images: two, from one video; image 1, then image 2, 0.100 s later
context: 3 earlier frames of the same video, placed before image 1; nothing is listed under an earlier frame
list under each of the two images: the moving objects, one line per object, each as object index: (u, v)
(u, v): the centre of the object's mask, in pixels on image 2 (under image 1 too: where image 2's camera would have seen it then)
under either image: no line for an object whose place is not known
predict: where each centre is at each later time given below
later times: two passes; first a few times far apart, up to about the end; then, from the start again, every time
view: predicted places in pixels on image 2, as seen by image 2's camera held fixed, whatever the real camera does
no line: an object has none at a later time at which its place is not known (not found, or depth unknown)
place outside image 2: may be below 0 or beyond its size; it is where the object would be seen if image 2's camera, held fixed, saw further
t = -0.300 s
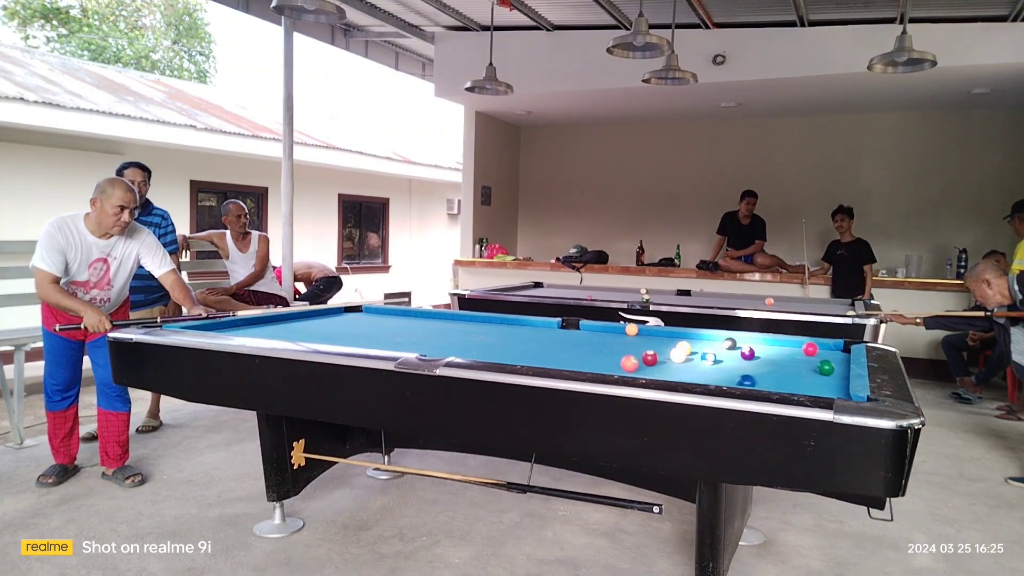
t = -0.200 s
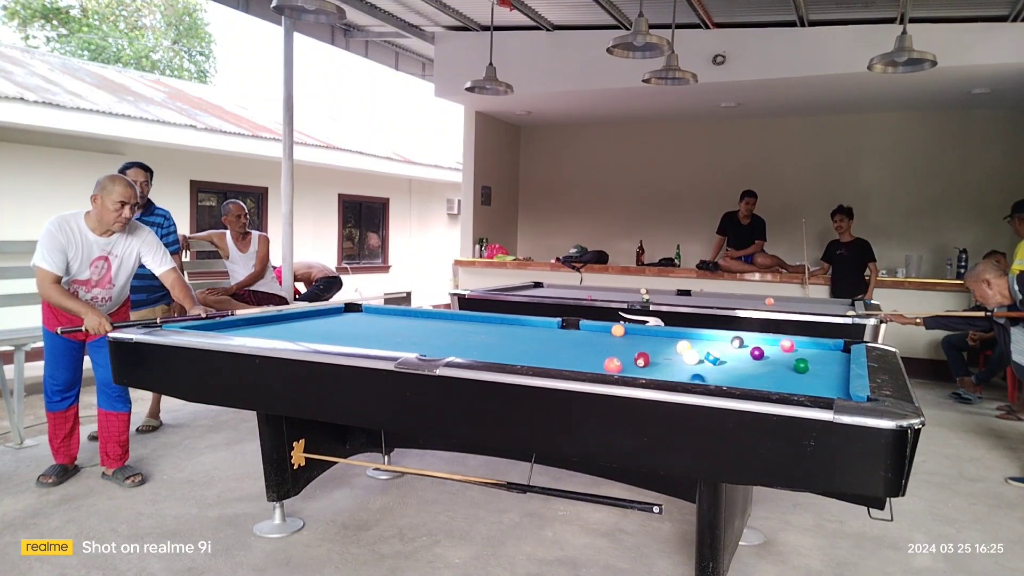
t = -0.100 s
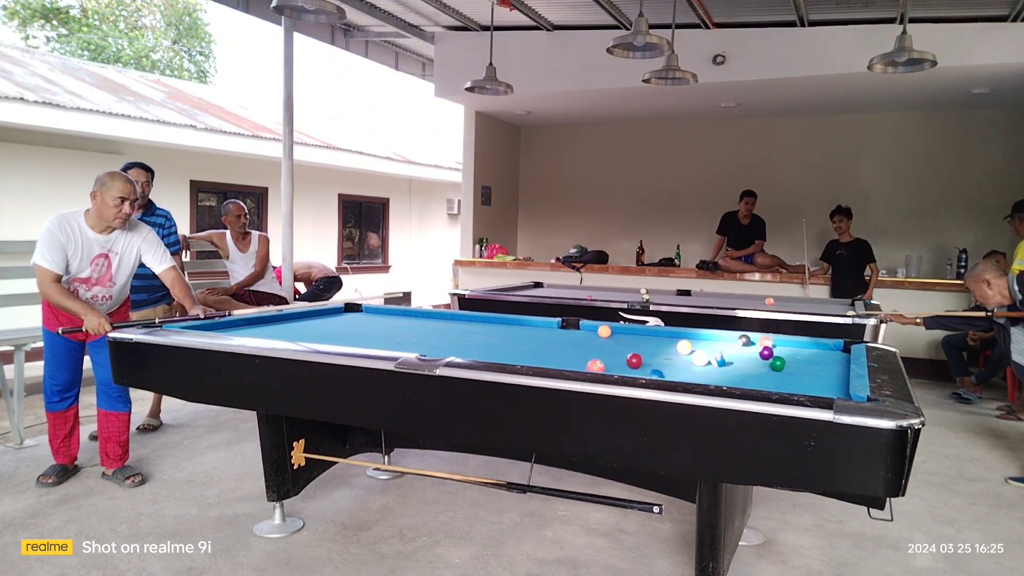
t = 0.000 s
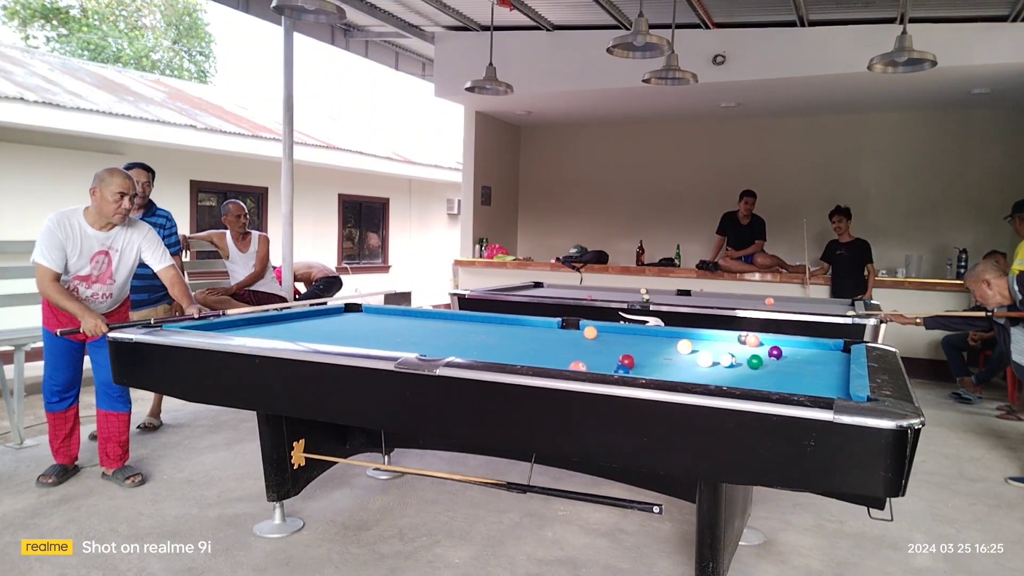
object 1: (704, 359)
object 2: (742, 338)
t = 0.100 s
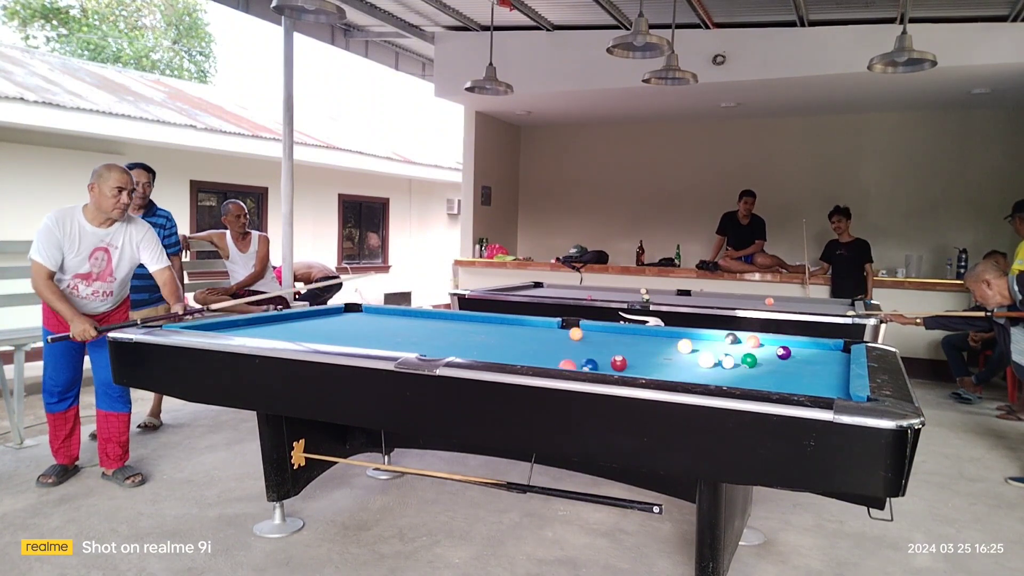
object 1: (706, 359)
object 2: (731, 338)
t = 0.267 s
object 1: (693, 361)
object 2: (712, 338)
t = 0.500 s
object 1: (675, 362)
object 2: (687, 335)
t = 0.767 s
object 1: (656, 363)
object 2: (659, 336)
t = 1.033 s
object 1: (637, 364)
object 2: (633, 336)
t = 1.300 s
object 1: (619, 365)
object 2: (607, 335)
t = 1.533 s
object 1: (605, 365)
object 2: (587, 335)
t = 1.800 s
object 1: (590, 365)
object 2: (565, 334)
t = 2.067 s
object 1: (576, 364)
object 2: (544, 334)
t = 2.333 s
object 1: (563, 364)
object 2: (525, 333)
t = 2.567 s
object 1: (554, 364)
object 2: (510, 332)
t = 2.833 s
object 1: (552, 364)
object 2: (493, 332)
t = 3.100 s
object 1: (550, 363)
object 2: (478, 332)
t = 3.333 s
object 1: (548, 363)
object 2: (466, 331)
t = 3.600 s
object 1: (547, 362)
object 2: (454, 331)
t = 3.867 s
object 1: (547, 363)
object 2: (444, 331)
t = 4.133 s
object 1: (547, 362)
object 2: (435, 331)
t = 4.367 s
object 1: (547, 362)
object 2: (428, 331)
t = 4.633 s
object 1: (547, 363)
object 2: (422, 331)
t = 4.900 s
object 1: (547, 362)
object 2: (416, 330)
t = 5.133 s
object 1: (547, 363)
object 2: (413, 330)
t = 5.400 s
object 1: (547, 363)
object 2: (411, 330)
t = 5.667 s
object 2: (410, 330)
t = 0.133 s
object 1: (703, 360)
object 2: (728, 338)
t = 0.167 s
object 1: (701, 360)
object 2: (724, 338)
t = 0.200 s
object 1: (698, 360)
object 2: (720, 338)
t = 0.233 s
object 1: (695, 361)
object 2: (716, 338)
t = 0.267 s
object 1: (693, 361)
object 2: (712, 338)
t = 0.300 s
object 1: (691, 361)
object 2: (708, 338)
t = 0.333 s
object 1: (687, 361)
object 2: (704, 337)
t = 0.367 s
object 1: (685, 361)
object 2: (701, 337)
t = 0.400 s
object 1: (683, 361)
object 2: (698, 337)
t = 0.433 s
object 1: (680, 361)
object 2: (694, 337)
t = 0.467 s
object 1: (678, 362)
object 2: (691, 336)
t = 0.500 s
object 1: (675, 362)
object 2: (687, 335)
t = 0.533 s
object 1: (673, 362)
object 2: (682, 335)
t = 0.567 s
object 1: (670, 362)
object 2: (678, 336)
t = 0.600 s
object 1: (668, 362)
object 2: (675, 336)
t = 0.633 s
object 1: (666, 362)
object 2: (672, 337)
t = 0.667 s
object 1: (663, 362)
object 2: (669, 336)
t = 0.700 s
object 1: (661, 363)
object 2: (666, 336)
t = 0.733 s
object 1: (658, 363)
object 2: (662, 336)
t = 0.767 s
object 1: (656, 363)
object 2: (659, 336)
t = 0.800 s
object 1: (653, 363)
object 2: (655, 336)
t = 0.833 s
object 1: (651, 363)
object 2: (652, 336)
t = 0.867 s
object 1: (649, 363)
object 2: (649, 336)
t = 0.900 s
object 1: (647, 363)
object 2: (645, 336)
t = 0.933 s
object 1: (644, 364)
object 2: (642, 336)
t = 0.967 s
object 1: (642, 364)
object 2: (639, 336)
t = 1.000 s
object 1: (640, 364)
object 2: (635, 336)
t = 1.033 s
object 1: (637, 364)
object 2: (633, 336)
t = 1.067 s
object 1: (635, 364)
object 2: (629, 336)
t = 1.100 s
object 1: (633, 364)
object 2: (626, 336)
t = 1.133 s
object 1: (630, 364)
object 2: (623, 335)
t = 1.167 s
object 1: (628, 364)
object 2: (620, 335)
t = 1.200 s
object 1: (626, 364)
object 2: (616, 335)
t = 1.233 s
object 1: (624, 365)
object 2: (613, 335)
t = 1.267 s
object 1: (622, 365)
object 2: (610, 335)
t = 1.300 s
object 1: (619, 365)
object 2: (607, 335)
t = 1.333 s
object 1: (617, 365)
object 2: (604, 335)
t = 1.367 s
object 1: (615, 365)
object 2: (601, 335)
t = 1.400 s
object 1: (613, 365)
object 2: (599, 335)
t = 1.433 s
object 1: (611, 365)
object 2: (596, 335)
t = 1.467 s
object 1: (609, 365)
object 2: (593, 335)
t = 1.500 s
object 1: (607, 365)
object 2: (590, 335)
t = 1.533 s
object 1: (605, 365)
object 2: (587, 335)
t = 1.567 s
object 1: (603, 365)
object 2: (584, 335)
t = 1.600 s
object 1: (601, 365)
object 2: (581, 335)
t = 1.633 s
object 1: (599, 365)
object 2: (578, 334)
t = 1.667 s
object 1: (597, 365)
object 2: (575, 334)
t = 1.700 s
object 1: (595, 365)
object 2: (573, 334)
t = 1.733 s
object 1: (593, 365)
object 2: (570, 334)
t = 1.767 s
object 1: (592, 365)
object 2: (568, 334)
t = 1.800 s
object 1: (590, 365)
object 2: (565, 334)
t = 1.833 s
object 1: (588, 365)
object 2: (562, 334)
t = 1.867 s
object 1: (586, 365)
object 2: (560, 334)
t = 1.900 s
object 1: (585, 365)
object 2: (557, 334)
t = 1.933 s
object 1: (582, 365)
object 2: (555, 334)
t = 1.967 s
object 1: (581, 365)
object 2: (552, 334)
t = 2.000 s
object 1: (579, 365)
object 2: (549, 334)
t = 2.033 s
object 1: (577, 365)
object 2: (547, 334)
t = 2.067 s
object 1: (576, 364)
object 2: (544, 334)
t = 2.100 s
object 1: (574, 365)
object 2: (542, 333)
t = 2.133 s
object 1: (572, 365)
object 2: (539, 333)
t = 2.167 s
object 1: (571, 364)
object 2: (537, 333)
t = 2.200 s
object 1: (569, 364)
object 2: (535, 333)
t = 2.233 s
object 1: (568, 364)
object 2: (532, 333)
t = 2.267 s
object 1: (566, 364)
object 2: (530, 333)
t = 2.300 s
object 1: (565, 364)
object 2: (527, 333)
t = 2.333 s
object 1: (563, 364)
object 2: (525, 333)
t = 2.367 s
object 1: (561, 364)
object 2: (523, 333)
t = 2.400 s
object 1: (560, 364)
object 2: (521, 333)
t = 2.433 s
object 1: (559, 364)
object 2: (519, 333)
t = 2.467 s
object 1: (557, 364)
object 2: (516, 333)
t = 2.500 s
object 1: (556, 364)
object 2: (514, 333)
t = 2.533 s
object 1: (554, 364)
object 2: (512, 333)
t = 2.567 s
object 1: (554, 364)
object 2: (510, 332)
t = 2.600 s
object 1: (554, 364)
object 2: (508, 332)
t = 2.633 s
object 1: (553, 364)
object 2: (505, 332)
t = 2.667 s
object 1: (553, 364)
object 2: (503, 332)
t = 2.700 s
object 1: (553, 364)
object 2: (501, 332)
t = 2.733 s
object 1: (553, 364)
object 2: (499, 332)
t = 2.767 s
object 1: (552, 363)
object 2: (497, 332)
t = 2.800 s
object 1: (552, 364)
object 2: (495, 332)
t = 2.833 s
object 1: (552, 364)
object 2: (493, 332)
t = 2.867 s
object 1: (552, 364)
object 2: (491, 332)
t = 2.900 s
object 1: (552, 363)
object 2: (489, 332)
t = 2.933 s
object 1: (551, 363)
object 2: (487, 332)
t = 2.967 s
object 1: (551, 363)
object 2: (486, 332)
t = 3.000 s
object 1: (551, 363)
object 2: (484, 332)
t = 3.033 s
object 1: (550, 363)
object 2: (482, 332)
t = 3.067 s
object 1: (550, 363)
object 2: (480, 332)
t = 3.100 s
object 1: (550, 363)
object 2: (478, 332)
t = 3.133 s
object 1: (549, 363)
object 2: (477, 332)
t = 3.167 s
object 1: (549, 363)
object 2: (475, 332)
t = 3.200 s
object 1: (549, 363)
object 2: (473, 332)
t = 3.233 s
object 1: (549, 363)
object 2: (471, 332)
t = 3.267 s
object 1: (549, 363)
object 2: (470, 331)
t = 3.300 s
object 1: (548, 363)
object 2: (468, 331)
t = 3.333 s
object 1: (548, 363)
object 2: (466, 331)
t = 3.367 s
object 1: (548, 363)
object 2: (465, 331)
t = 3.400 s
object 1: (548, 362)
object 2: (463, 331)
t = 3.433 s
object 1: (548, 362)
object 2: (462, 331)
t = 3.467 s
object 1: (548, 362)
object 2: (460, 331)
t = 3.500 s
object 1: (547, 362)
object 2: (458, 331)
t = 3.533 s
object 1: (547, 362)
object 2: (457, 331)
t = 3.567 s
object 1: (547, 363)
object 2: (455, 331)
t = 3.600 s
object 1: (547, 362)
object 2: (454, 331)
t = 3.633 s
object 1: (547, 362)
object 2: (453, 331)
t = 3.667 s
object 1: (547, 362)
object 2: (451, 331)
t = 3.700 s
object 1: (547, 362)
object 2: (450, 331)
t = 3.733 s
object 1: (547, 362)
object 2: (449, 331)
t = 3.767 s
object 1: (547, 362)
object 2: (447, 331)
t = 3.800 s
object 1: (547, 362)
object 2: (446, 331)
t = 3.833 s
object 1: (547, 363)
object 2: (445, 331)
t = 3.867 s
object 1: (547, 363)
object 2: (444, 331)
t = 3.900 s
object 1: (547, 362)
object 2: (442, 331)
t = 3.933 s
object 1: (547, 362)
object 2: (441, 331)
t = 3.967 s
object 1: (547, 363)
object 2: (440, 331)
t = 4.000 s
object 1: (547, 363)
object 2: (439, 331)
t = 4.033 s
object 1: (547, 362)
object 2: (438, 331)
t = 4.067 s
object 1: (547, 362)
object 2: (437, 331)
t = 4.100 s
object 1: (547, 362)
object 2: (436, 331)
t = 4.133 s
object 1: (547, 362)
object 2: (435, 331)
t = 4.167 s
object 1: (547, 363)
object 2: (434, 331)
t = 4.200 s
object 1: (547, 363)
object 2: (433, 331)
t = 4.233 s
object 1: (547, 363)
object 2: (432, 331)
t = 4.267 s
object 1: (547, 363)
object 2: (431, 331)
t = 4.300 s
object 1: (547, 363)
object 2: (430, 331)
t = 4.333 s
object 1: (547, 362)
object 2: (429, 331)
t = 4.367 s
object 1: (547, 362)
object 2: (428, 331)
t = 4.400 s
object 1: (547, 363)
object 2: (427, 331)
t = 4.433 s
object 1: (547, 363)
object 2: (426, 331)
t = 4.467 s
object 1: (547, 362)
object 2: (425, 331)
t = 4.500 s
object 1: (547, 363)
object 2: (424, 331)
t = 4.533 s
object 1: (547, 363)
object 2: (424, 331)
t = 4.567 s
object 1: (547, 363)
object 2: (423, 331)
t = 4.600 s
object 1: (547, 363)
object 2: (423, 331)
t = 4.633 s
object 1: (547, 363)
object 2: (422, 331)
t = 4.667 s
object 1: (547, 363)
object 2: (421, 331)
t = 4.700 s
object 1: (547, 363)
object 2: (420, 330)
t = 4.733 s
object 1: (547, 362)
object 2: (420, 330)
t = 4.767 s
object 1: (547, 363)
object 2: (419, 330)
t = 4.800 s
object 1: (547, 363)
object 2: (418, 330)
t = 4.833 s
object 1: (547, 362)
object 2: (418, 330)
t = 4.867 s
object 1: (547, 363)
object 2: (417, 330)
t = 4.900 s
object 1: (547, 362)
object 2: (416, 330)
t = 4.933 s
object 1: (547, 362)
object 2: (416, 330)
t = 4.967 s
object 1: (547, 363)
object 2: (415, 330)
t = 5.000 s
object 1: (547, 362)
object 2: (415, 330)
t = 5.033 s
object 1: (547, 362)
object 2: (414, 330)
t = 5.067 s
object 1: (547, 362)
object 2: (414, 330)
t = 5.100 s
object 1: (547, 363)
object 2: (413, 330)
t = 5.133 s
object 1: (547, 363)
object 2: (413, 330)
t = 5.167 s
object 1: (547, 363)
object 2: (413, 330)
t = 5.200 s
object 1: (547, 362)
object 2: (412, 330)
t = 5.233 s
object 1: (547, 362)
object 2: (412, 330)
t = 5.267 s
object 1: (547, 362)
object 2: (412, 330)
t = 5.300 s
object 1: (547, 363)
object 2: (412, 330)
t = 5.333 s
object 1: (547, 363)
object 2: (412, 330)
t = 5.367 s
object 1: (547, 363)
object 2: (411, 330)
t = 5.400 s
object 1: (547, 363)
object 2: (411, 330)
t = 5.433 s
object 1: (547, 362)
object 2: (411, 330)
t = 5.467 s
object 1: (547, 362)
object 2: (411, 330)
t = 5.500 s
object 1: (547, 362)
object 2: (411, 330)
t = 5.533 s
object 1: (547, 362)
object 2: (410, 330)
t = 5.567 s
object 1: (547, 362)
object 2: (410, 330)
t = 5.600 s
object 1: (547, 362)
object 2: (410, 330)
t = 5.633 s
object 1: (547, 362)
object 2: (410, 330)
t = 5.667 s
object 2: (410, 330)
